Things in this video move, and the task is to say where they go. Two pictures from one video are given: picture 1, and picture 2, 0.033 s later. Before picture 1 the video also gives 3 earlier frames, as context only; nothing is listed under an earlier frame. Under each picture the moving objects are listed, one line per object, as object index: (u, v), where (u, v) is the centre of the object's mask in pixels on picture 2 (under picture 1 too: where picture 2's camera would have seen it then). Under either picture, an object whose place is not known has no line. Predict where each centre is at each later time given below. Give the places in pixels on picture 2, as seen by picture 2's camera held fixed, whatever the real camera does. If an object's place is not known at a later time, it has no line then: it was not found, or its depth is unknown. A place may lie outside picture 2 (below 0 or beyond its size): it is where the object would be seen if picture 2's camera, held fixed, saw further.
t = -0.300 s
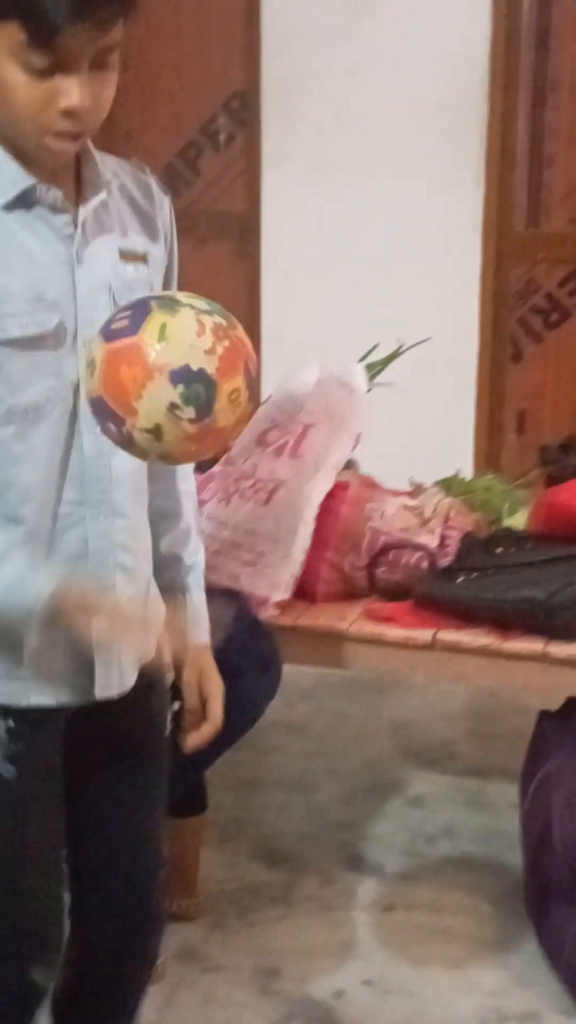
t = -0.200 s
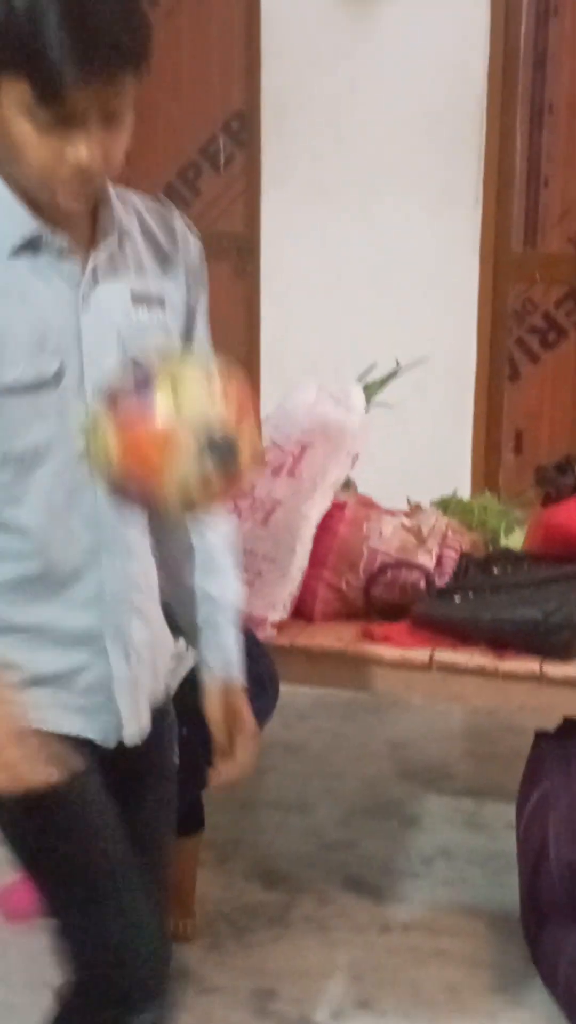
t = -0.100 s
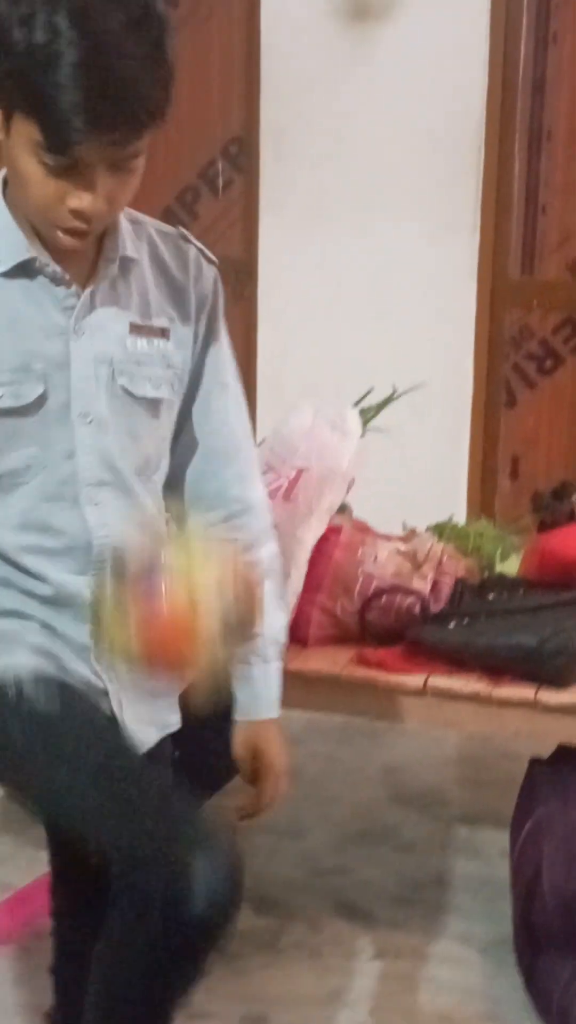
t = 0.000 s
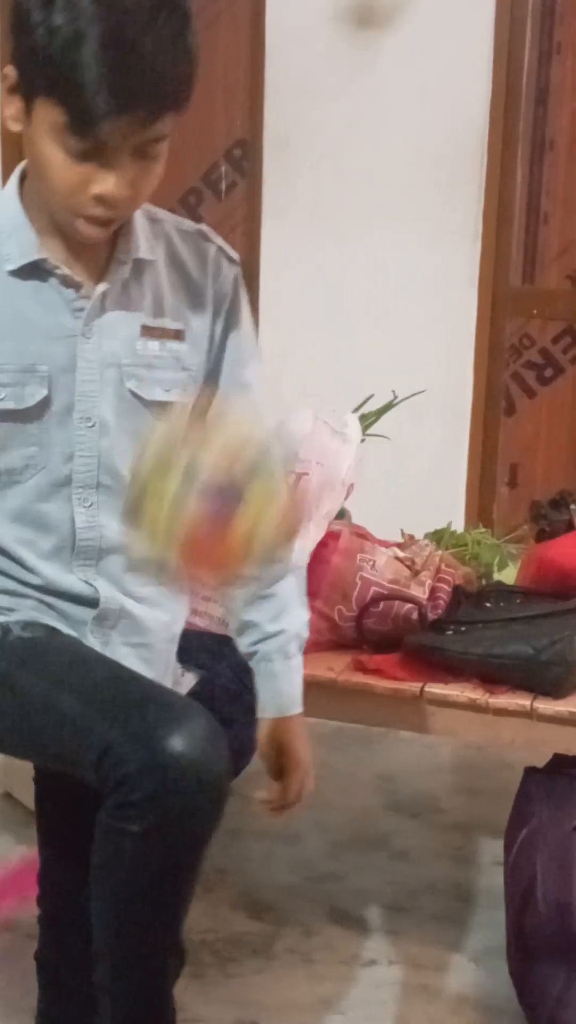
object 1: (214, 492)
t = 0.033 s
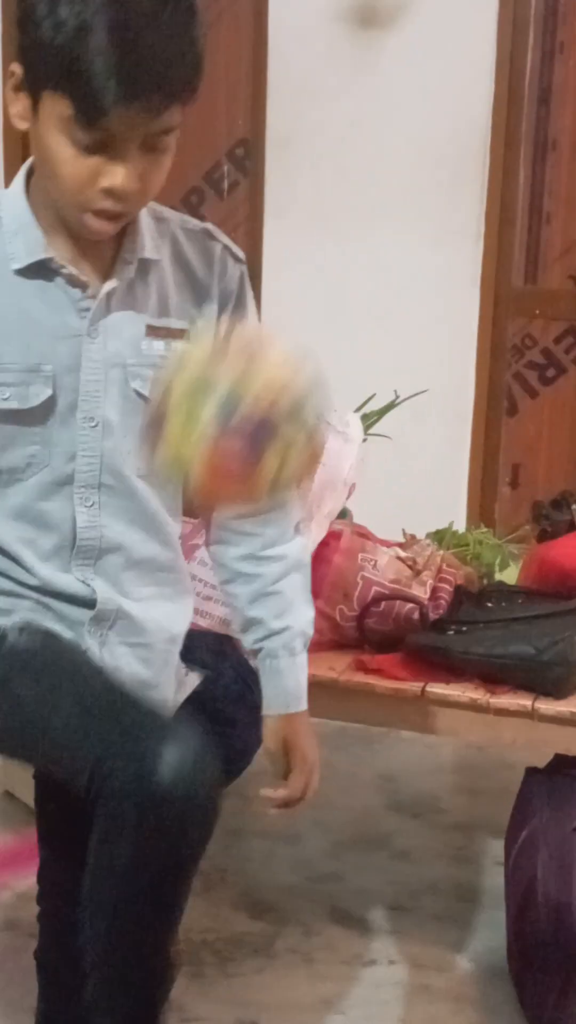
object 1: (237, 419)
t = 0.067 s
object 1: (256, 354)
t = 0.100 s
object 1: (274, 298)
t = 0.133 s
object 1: (292, 258)
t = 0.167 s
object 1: (312, 229)
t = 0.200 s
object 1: (330, 213)
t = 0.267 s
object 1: (372, 214)
